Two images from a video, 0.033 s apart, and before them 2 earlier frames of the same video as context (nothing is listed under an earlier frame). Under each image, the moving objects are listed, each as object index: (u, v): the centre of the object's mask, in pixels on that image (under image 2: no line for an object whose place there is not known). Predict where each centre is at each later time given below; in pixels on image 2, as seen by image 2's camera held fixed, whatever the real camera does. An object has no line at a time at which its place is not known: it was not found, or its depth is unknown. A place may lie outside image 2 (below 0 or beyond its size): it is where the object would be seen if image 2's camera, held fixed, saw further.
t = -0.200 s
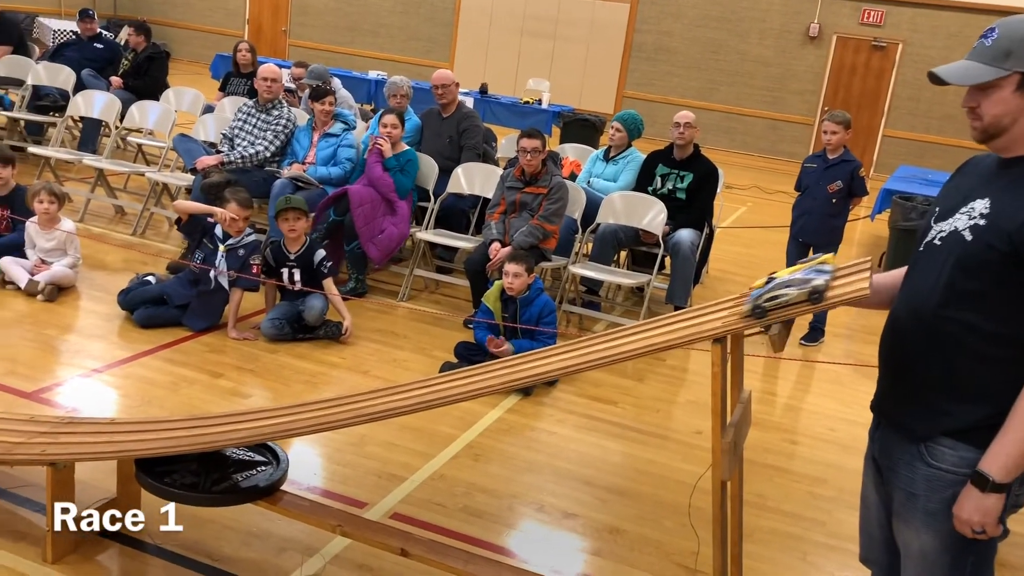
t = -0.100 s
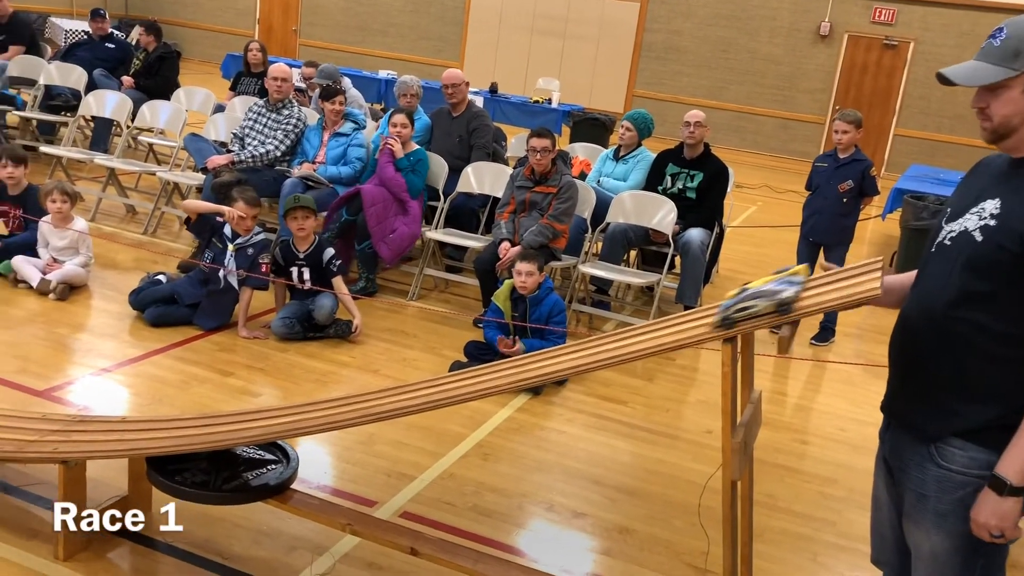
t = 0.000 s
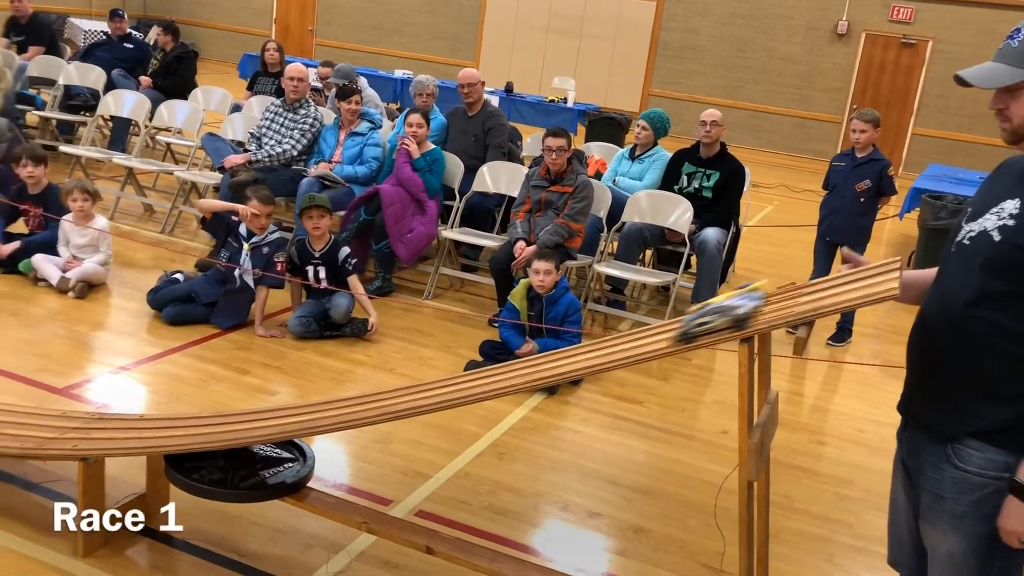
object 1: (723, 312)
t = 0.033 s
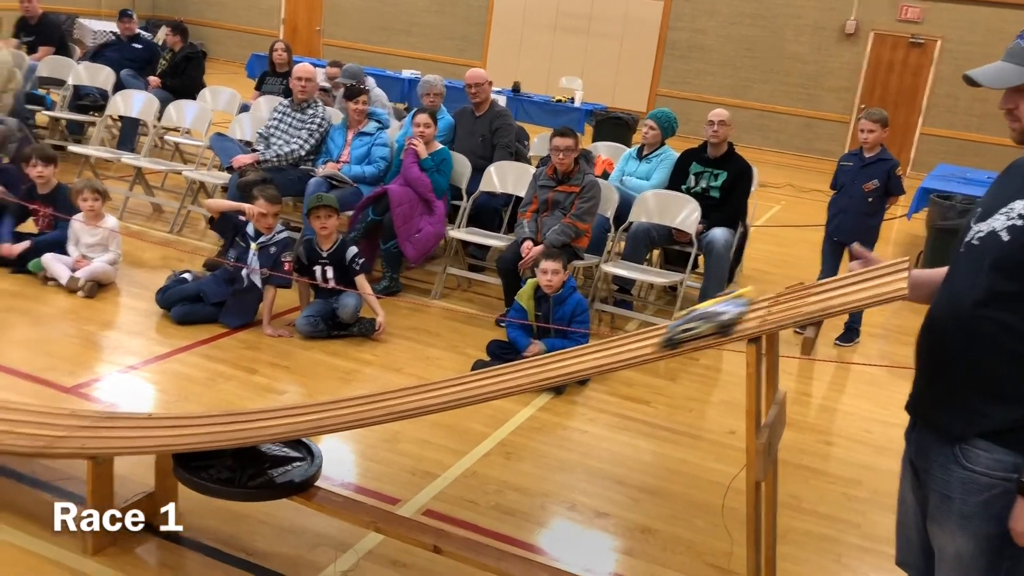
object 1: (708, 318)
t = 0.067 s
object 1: (684, 325)
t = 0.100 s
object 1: (658, 332)
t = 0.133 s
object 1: (632, 339)
